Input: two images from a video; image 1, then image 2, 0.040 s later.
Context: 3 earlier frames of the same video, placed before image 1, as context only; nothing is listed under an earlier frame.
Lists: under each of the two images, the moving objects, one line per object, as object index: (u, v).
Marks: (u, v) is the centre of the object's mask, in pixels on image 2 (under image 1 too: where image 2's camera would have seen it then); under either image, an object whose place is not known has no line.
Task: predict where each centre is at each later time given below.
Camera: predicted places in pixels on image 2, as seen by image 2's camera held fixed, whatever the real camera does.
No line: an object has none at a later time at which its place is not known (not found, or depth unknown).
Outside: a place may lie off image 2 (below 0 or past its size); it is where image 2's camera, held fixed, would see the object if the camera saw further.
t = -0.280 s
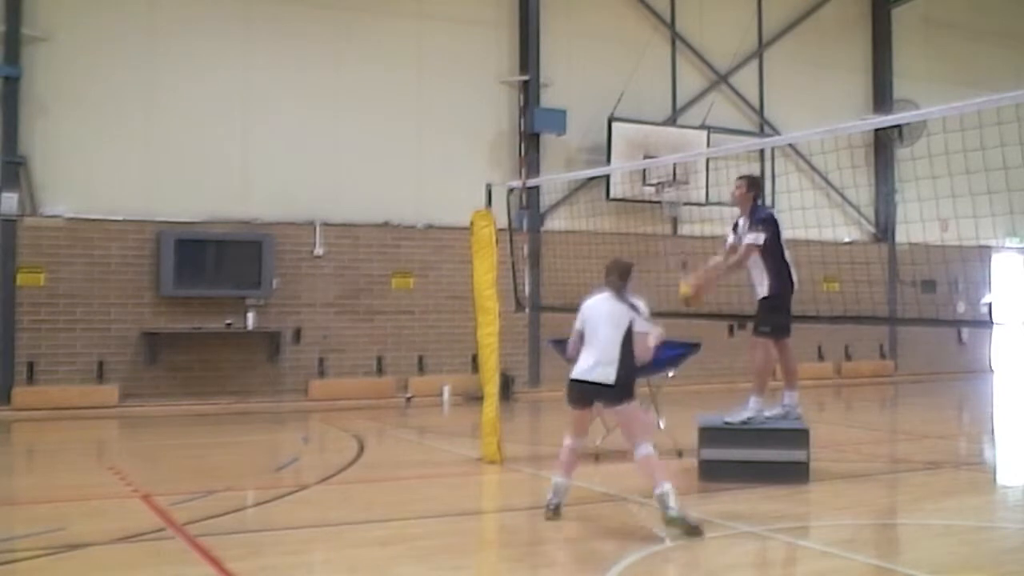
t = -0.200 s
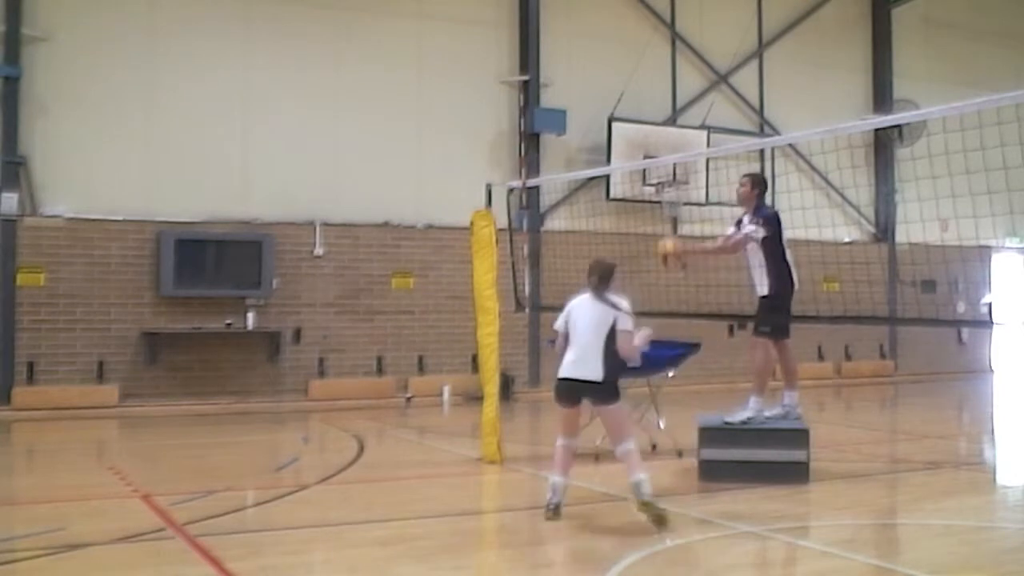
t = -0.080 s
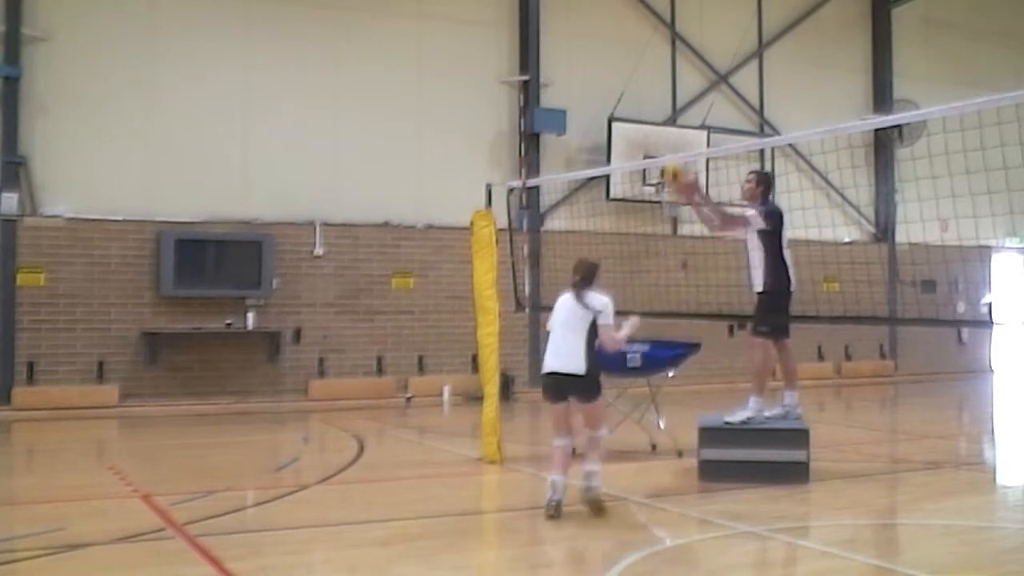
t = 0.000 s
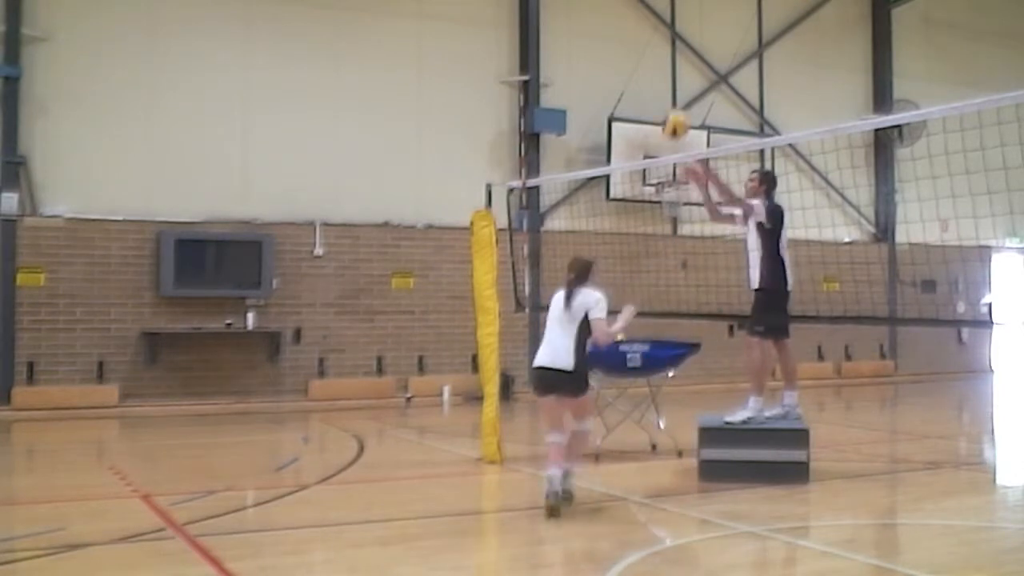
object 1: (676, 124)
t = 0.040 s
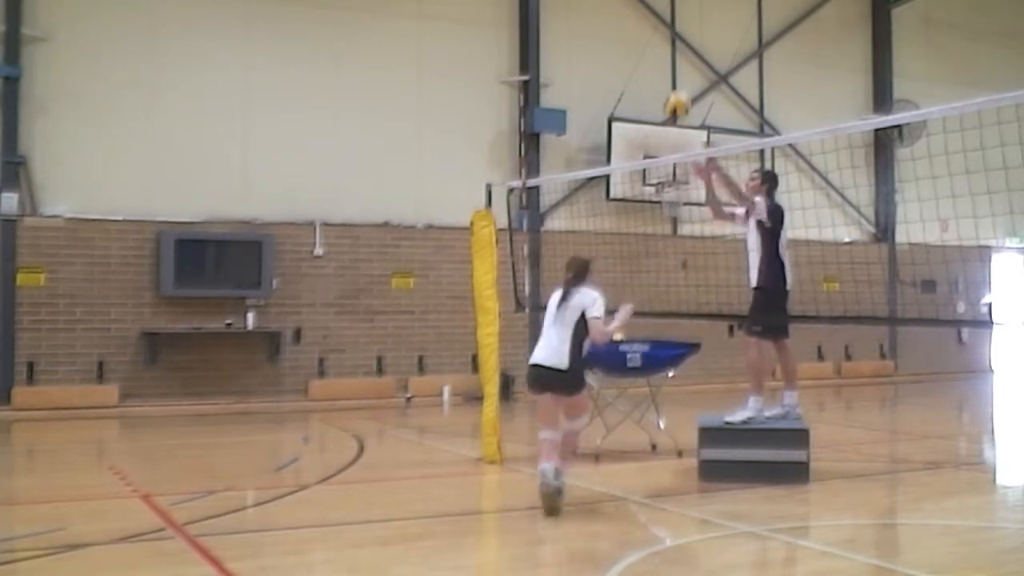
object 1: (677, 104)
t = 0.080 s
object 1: (679, 88)
